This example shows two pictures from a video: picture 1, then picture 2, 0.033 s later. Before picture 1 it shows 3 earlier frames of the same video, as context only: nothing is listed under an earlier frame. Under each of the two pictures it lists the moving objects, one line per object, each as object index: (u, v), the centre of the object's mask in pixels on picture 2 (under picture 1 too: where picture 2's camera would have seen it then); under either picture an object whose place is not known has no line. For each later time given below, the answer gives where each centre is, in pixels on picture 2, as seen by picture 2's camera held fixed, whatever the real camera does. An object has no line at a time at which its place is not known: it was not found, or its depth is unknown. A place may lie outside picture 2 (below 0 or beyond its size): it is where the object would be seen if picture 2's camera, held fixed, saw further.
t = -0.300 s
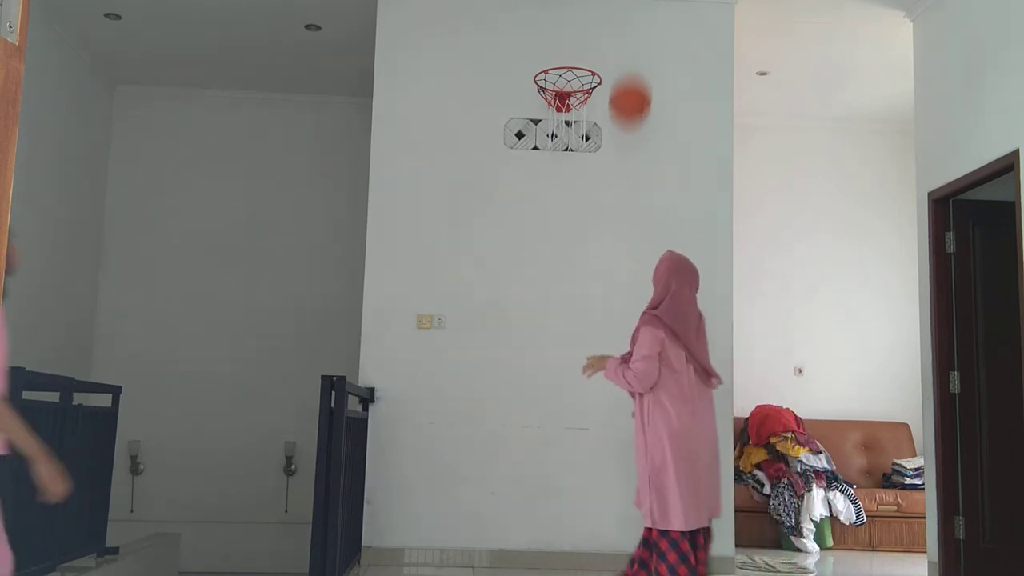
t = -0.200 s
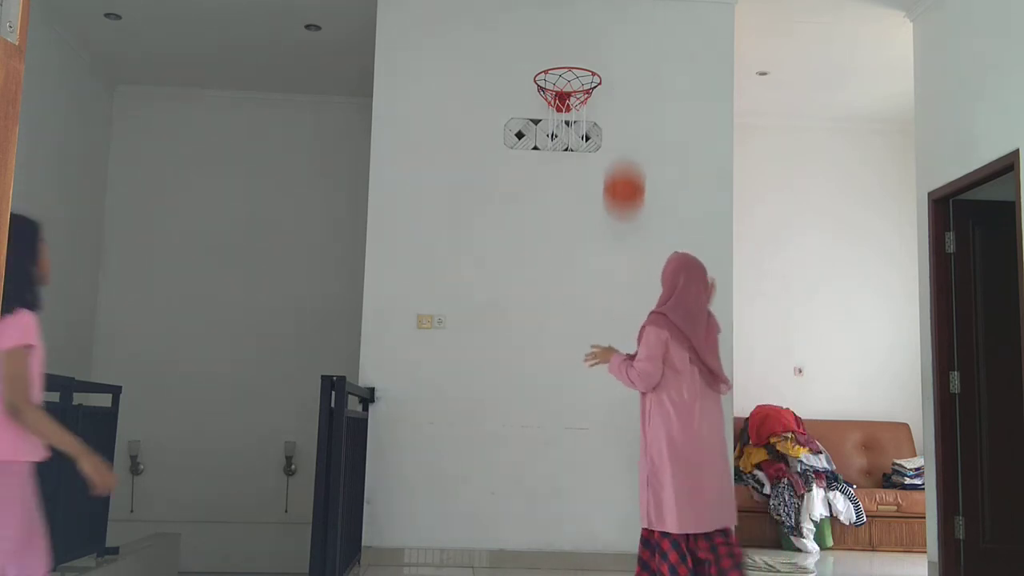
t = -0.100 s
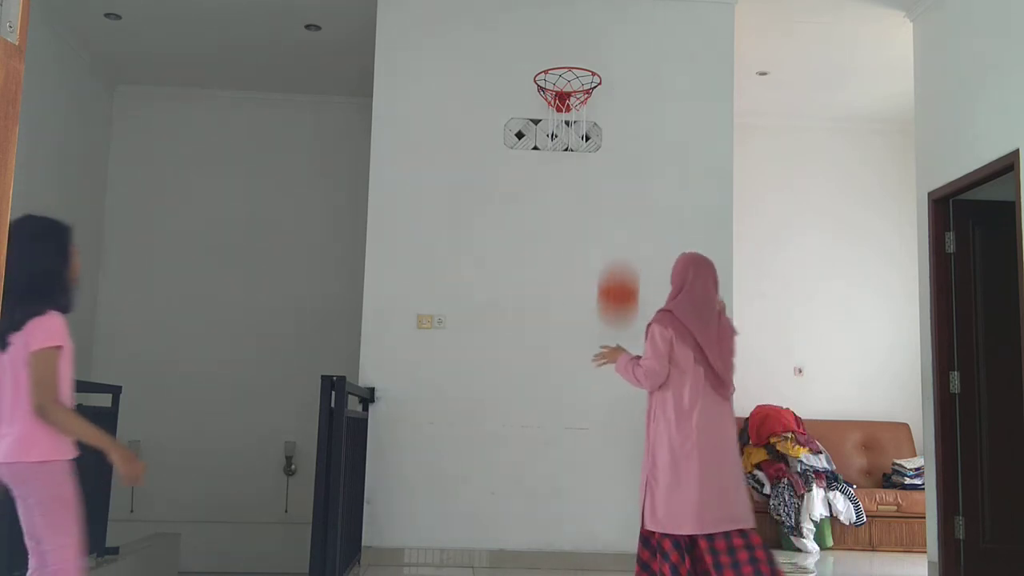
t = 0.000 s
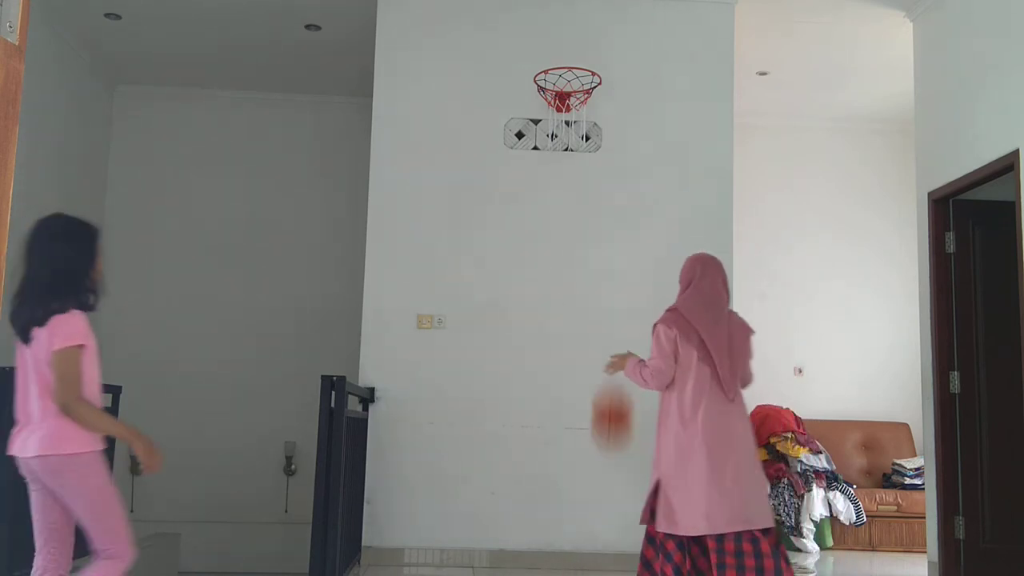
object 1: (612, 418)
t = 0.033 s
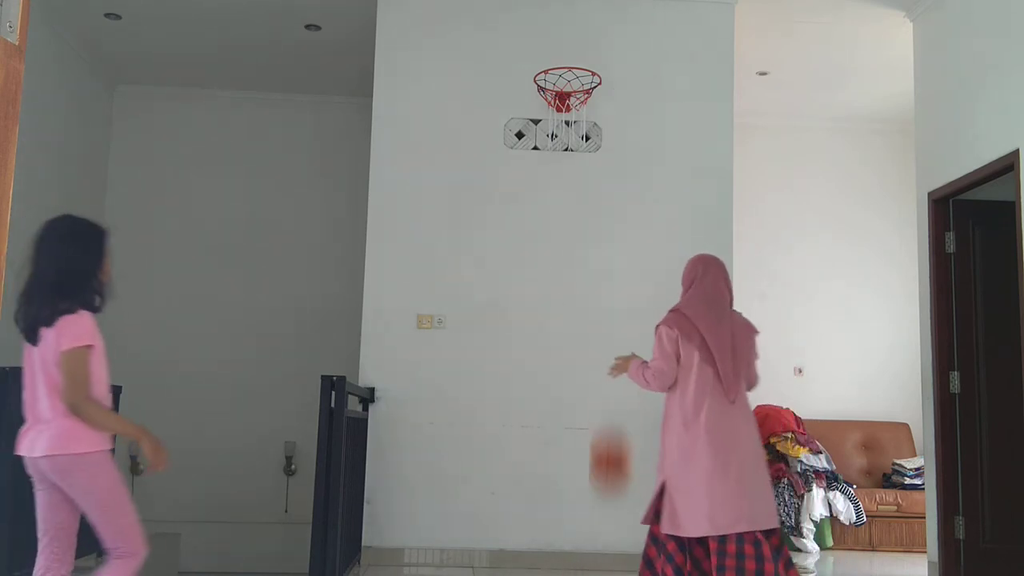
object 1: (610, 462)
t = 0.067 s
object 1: (608, 511)
